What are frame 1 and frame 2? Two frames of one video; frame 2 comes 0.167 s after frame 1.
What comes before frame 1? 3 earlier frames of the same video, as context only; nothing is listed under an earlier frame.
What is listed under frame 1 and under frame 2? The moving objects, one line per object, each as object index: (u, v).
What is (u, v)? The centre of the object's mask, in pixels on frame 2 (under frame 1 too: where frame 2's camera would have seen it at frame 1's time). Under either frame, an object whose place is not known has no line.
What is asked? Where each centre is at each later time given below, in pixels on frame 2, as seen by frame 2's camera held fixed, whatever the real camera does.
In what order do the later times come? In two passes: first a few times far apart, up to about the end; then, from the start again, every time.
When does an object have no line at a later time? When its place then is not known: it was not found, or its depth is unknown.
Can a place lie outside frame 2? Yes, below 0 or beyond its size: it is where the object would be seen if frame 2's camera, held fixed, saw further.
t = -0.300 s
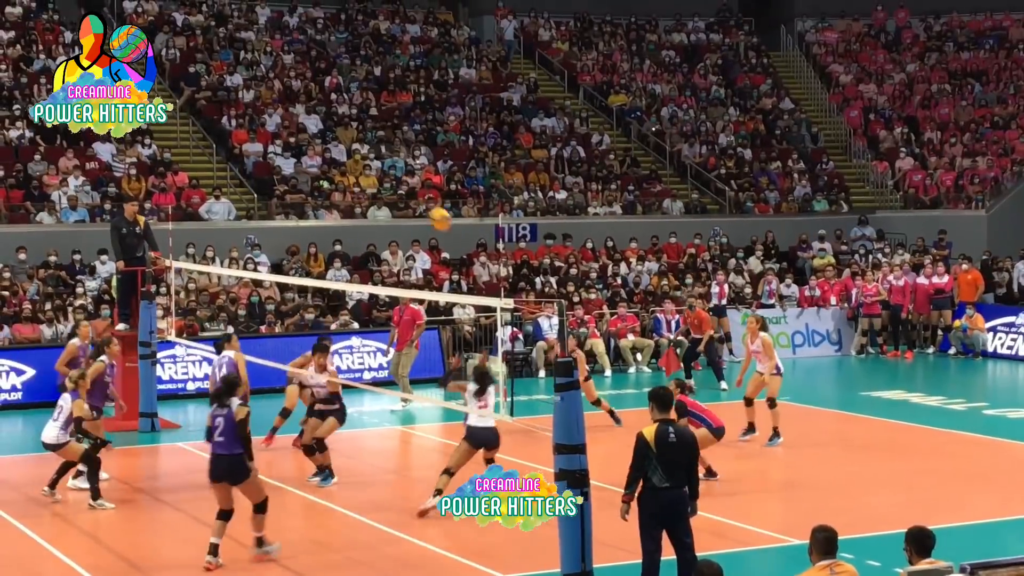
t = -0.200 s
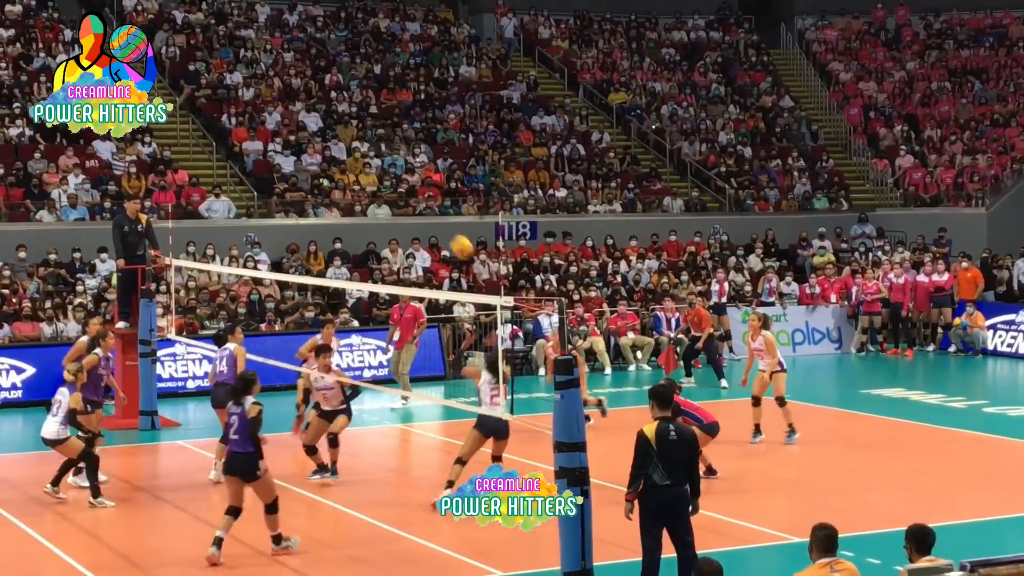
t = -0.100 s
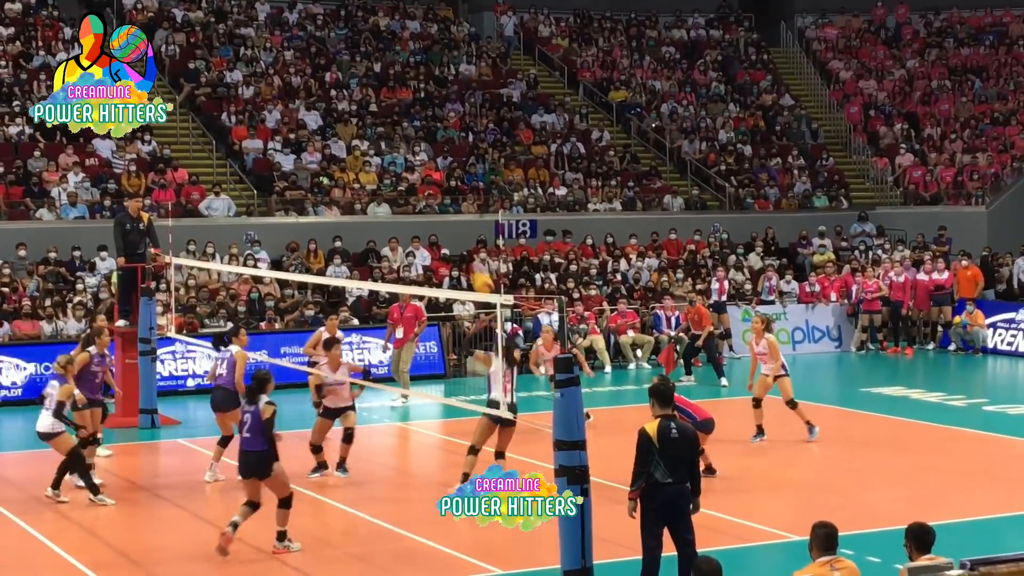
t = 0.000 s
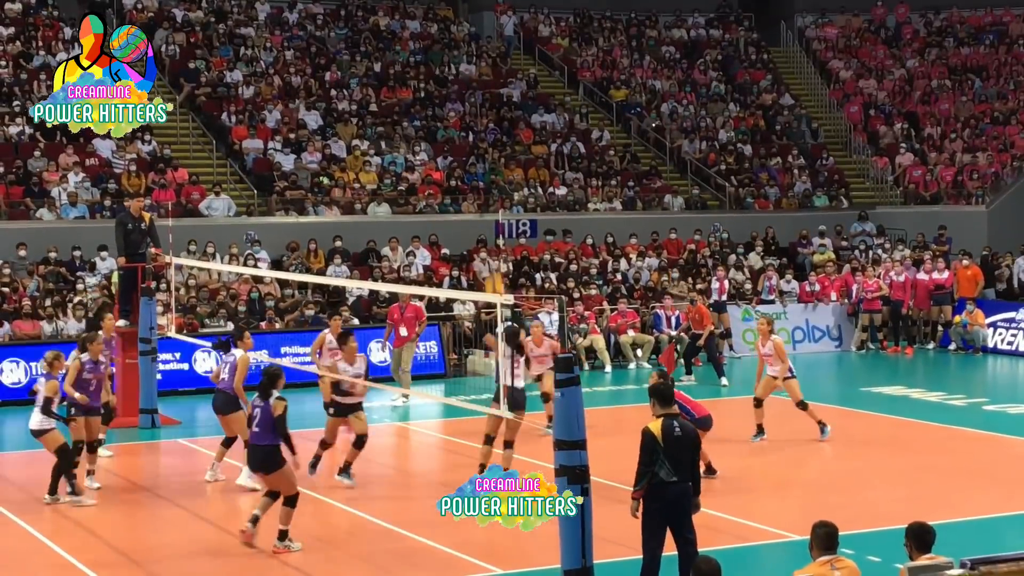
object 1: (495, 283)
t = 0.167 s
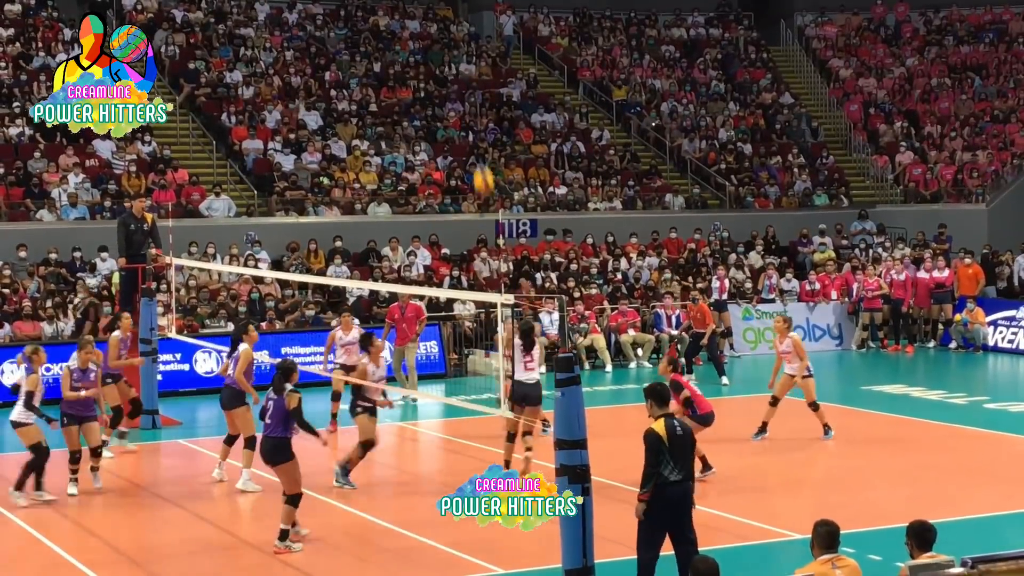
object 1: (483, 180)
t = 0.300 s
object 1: (475, 117)
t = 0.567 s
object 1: (461, 43)
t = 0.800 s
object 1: (452, 35)
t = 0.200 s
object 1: (481, 163)
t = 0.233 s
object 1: (479, 147)
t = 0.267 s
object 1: (477, 132)
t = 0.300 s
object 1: (475, 117)
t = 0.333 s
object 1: (473, 104)
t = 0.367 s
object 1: (471, 92)
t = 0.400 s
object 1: (469, 81)
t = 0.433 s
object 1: (468, 72)
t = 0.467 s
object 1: (466, 64)
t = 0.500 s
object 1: (464, 55)
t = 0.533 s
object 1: (463, 49)
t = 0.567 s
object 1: (461, 43)
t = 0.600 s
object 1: (460, 38)
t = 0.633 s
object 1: (458, 36)
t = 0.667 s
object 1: (457, 34)
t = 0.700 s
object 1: (455, 33)
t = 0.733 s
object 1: (454, 32)
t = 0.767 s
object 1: (453, 33)
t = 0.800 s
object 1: (452, 35)
